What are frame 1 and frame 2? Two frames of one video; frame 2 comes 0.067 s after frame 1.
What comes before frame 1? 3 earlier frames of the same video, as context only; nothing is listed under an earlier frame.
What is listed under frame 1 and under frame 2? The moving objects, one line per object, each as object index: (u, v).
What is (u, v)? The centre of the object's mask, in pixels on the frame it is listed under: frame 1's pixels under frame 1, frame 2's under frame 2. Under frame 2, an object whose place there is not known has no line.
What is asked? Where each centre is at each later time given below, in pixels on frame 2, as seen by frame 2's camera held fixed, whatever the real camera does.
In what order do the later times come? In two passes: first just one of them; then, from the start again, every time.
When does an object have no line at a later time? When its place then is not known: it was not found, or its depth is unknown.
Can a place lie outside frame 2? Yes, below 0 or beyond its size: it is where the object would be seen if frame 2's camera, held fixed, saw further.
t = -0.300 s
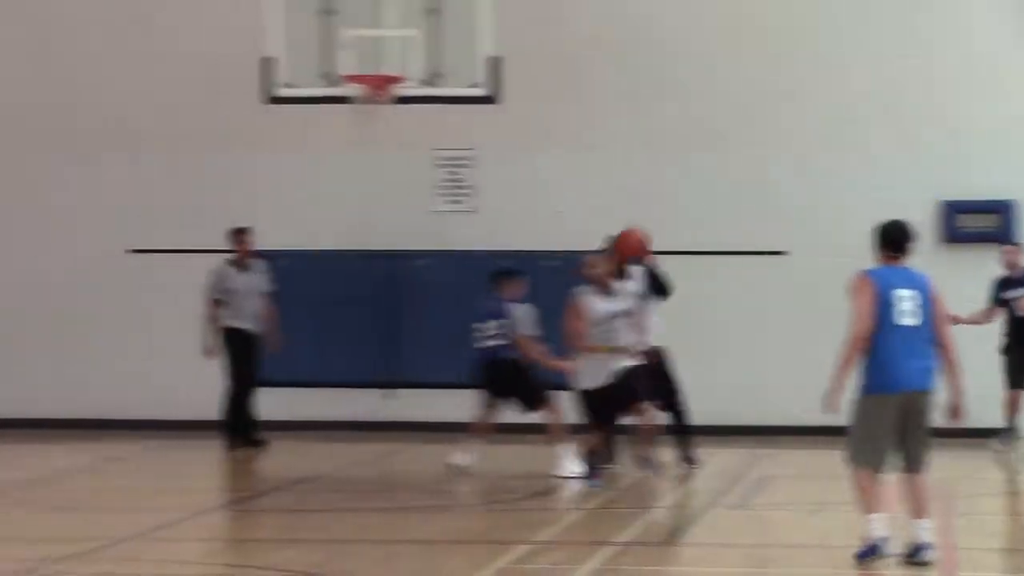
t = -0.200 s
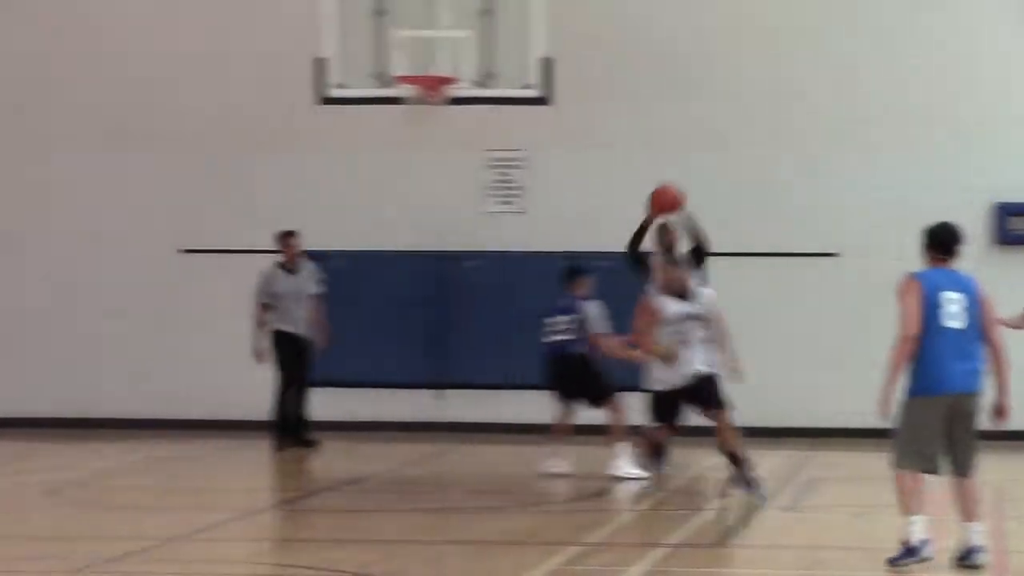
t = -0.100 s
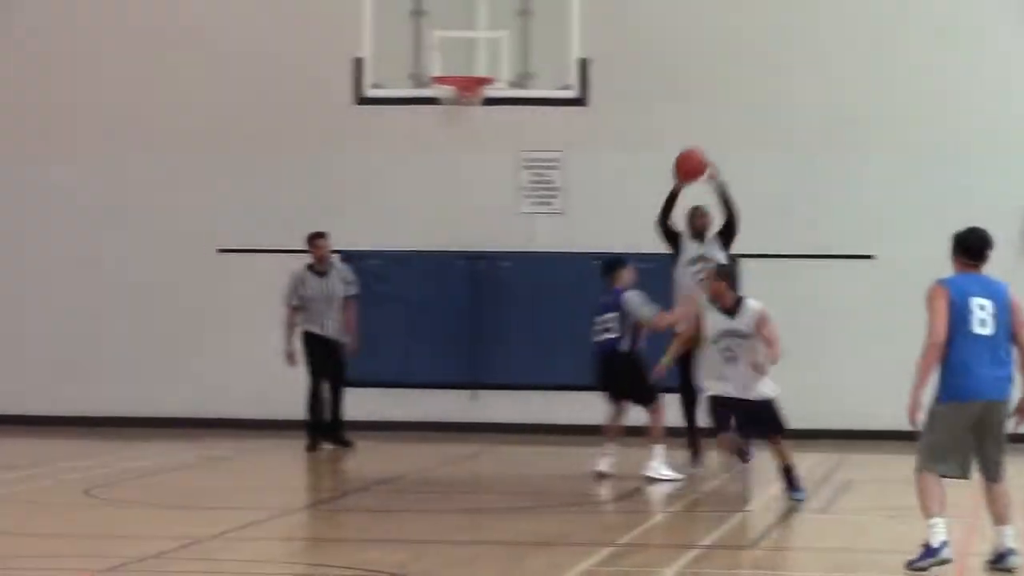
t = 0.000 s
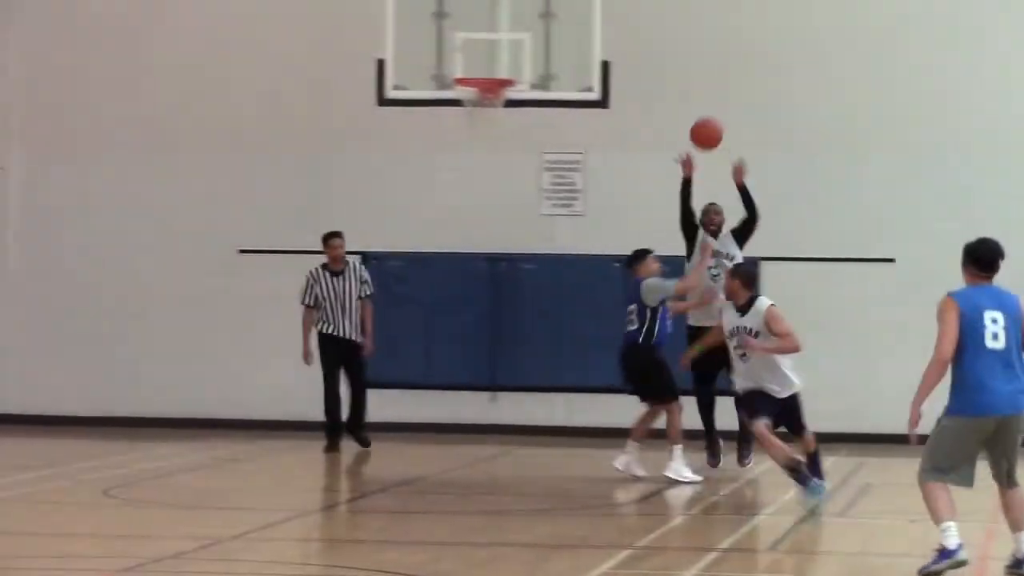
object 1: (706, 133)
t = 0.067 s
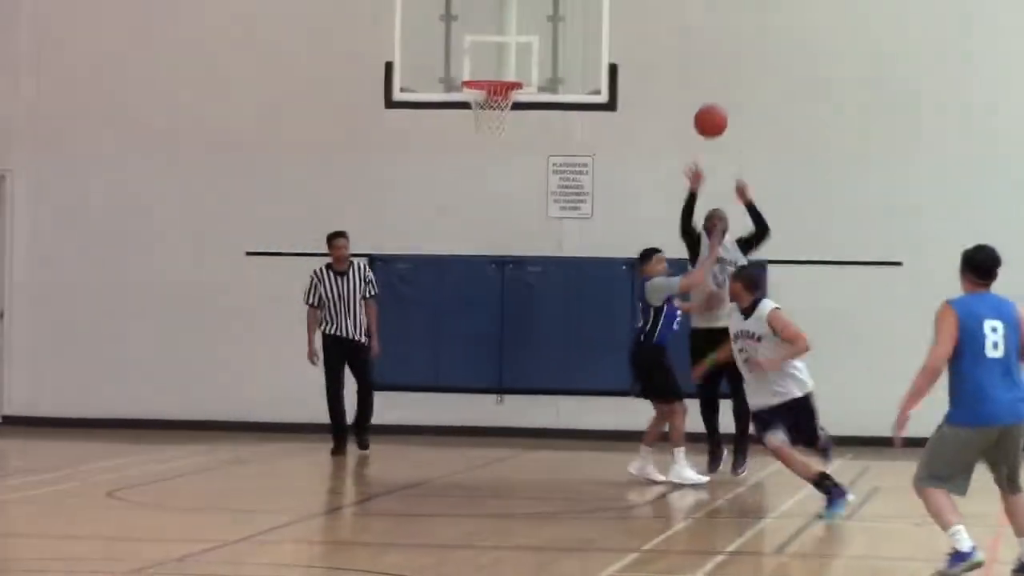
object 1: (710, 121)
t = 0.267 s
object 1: (702, 108)
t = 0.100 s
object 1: (709, 115)
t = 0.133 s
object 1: (708, 111)
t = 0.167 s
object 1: (707, 108)
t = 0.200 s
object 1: (705, 106)
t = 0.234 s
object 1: (703, 106)
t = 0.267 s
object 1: (702, 108)
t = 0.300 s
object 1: (700, 111)
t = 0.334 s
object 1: (698, 116)
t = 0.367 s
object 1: (696, 123)
